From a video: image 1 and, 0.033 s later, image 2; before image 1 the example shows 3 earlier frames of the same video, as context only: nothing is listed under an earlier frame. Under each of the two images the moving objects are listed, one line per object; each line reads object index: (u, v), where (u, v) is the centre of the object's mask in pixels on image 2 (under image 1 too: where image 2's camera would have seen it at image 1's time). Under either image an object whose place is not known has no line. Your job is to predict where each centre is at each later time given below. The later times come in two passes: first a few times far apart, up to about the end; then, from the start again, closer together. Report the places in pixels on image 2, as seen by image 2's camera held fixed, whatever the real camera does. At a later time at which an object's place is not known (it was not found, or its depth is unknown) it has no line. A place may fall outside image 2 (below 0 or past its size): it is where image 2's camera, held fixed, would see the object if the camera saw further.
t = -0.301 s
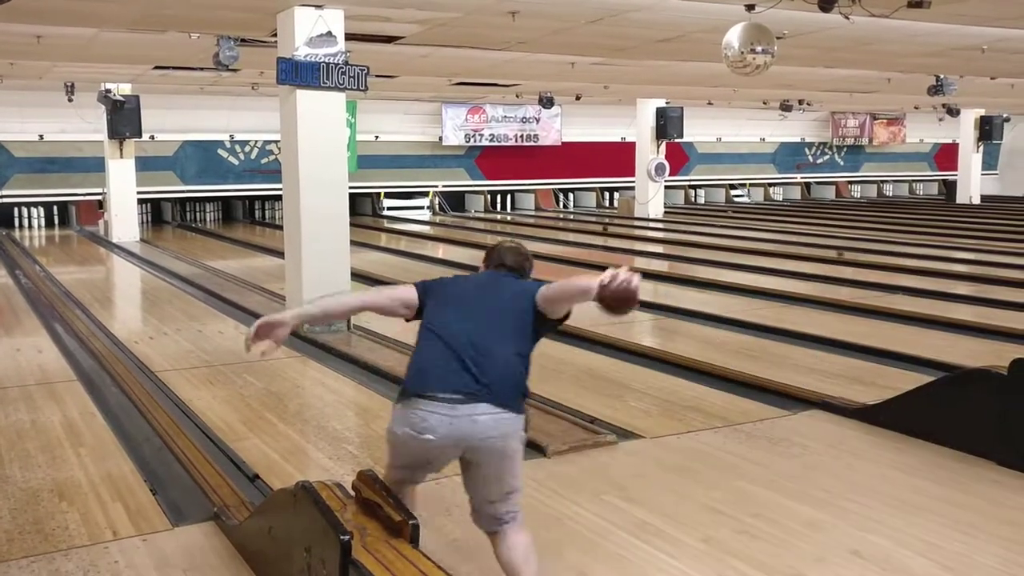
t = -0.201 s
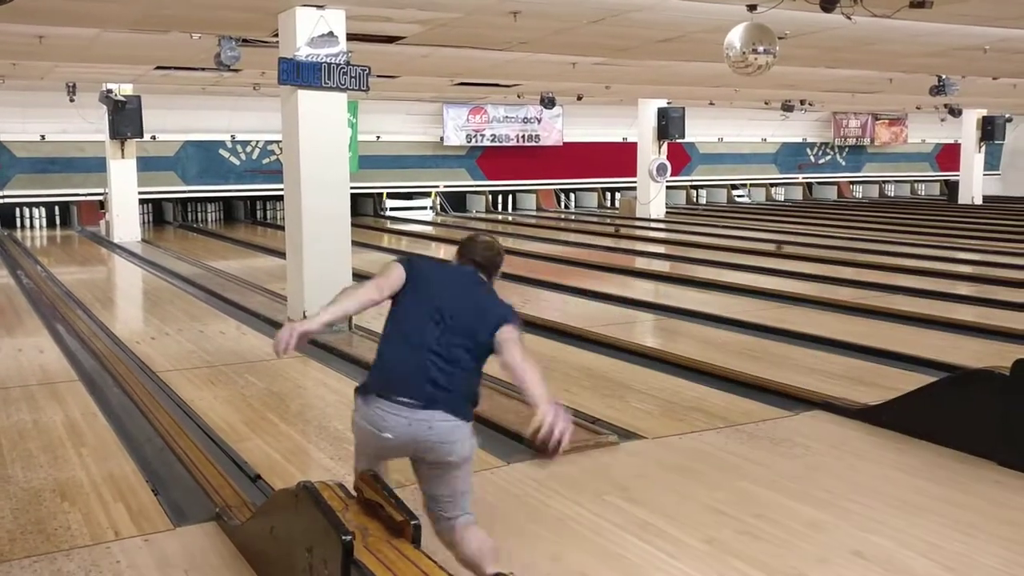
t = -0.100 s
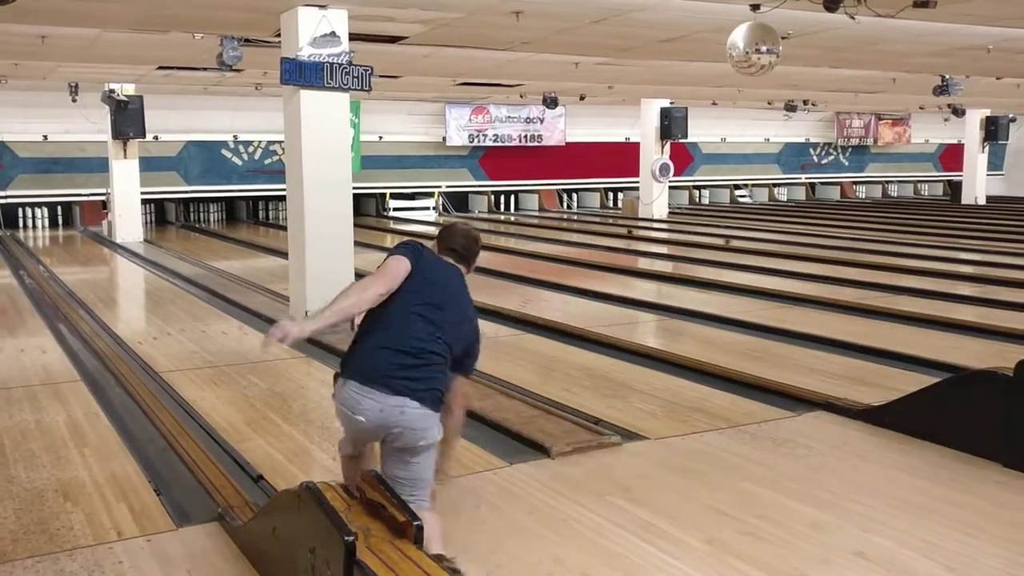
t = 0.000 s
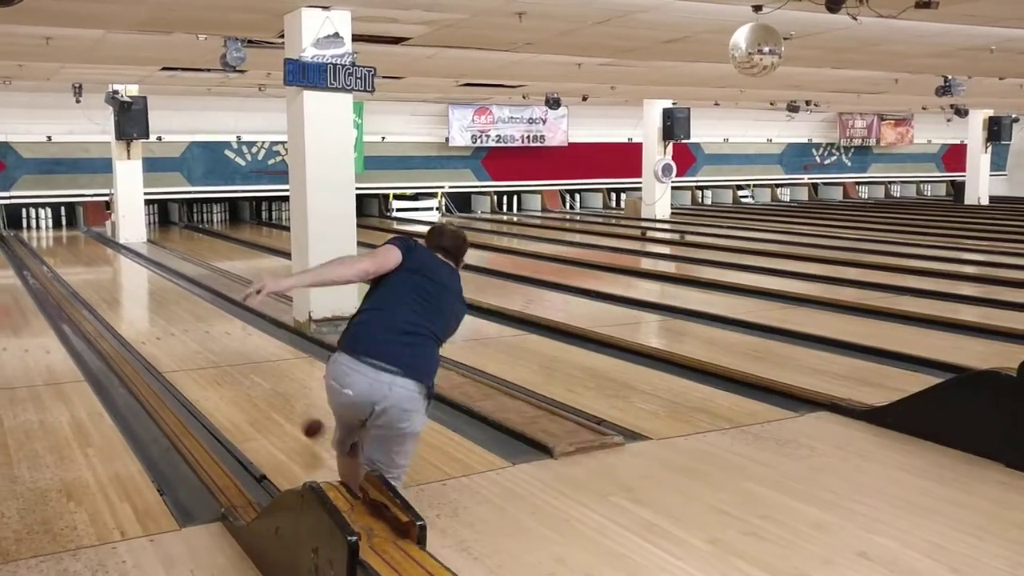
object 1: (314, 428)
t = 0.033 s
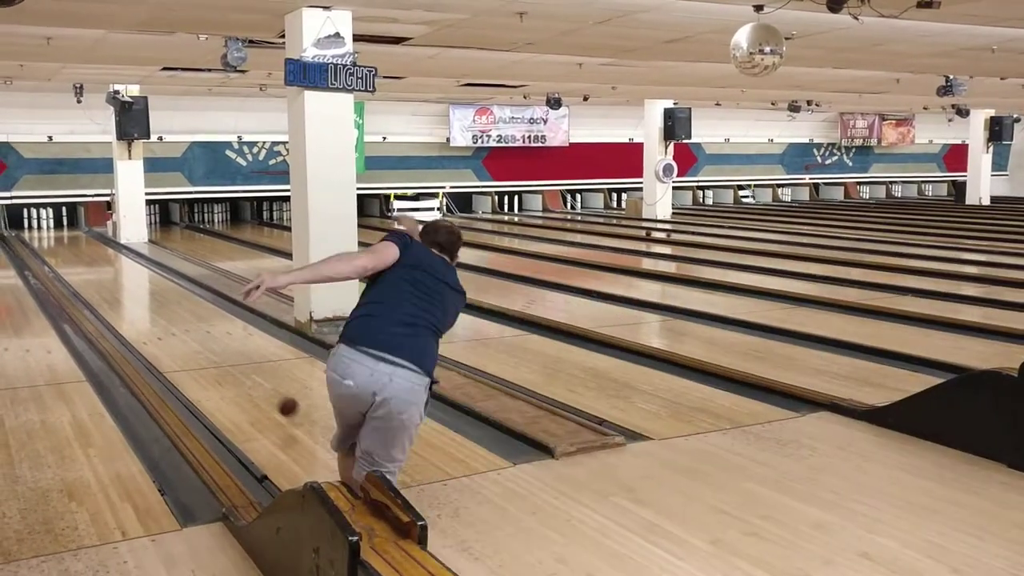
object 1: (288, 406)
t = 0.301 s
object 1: (162, 323)
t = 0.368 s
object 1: (144, 310)
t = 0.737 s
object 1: (79, 263)
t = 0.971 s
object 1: (53, 246)
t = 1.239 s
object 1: (34, 234)
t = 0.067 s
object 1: (265, 389)
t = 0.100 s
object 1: (244, 375)
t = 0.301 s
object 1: (162, 323)
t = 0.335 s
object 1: (152, 316)
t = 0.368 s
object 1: (144, 310)
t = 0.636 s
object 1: (92, 272)
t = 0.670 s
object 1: (87, 269)
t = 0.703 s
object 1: (83, 266)
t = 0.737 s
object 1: (79, 263)
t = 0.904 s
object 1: (59, 250)
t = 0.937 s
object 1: (56, 248)
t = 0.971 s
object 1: (53, 246)
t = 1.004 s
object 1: (51, 244)
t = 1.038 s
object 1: (48, 242)
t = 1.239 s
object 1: (34, 234)
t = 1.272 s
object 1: (32, 232)
